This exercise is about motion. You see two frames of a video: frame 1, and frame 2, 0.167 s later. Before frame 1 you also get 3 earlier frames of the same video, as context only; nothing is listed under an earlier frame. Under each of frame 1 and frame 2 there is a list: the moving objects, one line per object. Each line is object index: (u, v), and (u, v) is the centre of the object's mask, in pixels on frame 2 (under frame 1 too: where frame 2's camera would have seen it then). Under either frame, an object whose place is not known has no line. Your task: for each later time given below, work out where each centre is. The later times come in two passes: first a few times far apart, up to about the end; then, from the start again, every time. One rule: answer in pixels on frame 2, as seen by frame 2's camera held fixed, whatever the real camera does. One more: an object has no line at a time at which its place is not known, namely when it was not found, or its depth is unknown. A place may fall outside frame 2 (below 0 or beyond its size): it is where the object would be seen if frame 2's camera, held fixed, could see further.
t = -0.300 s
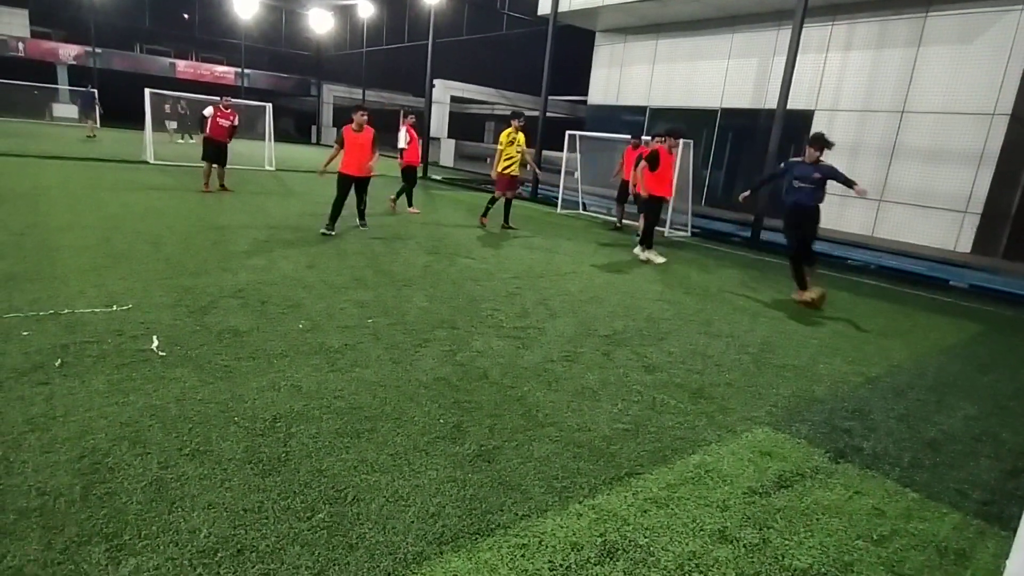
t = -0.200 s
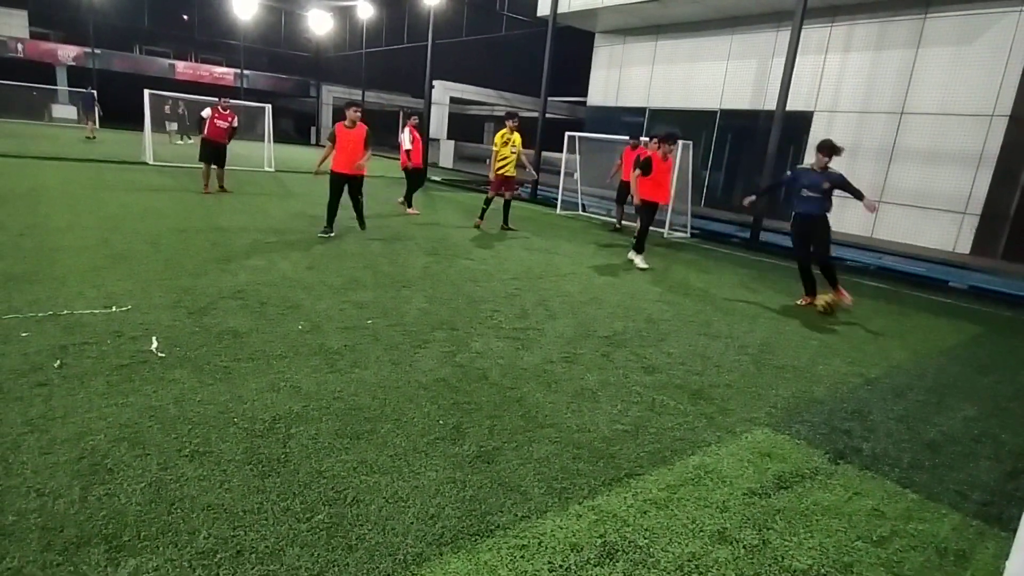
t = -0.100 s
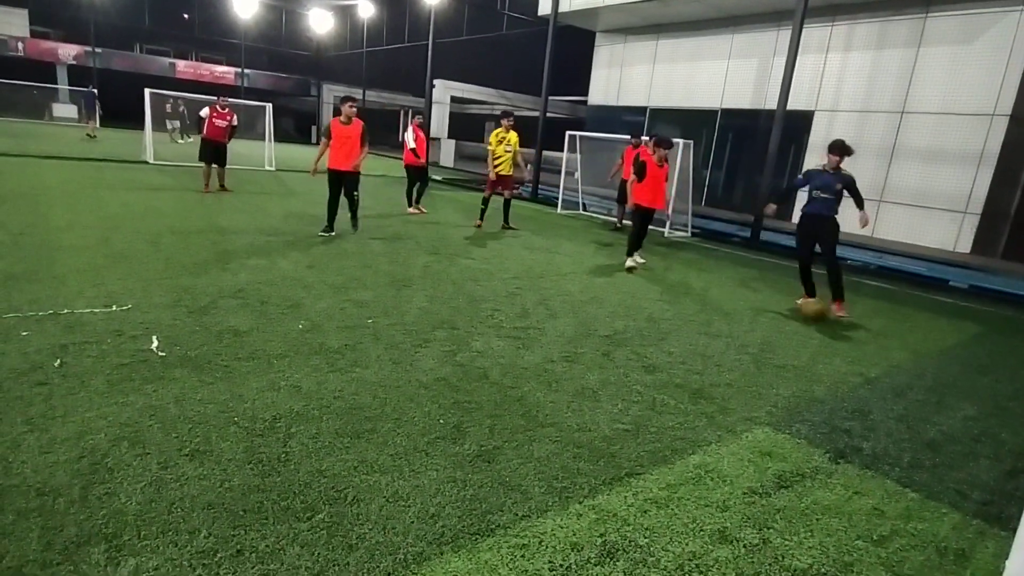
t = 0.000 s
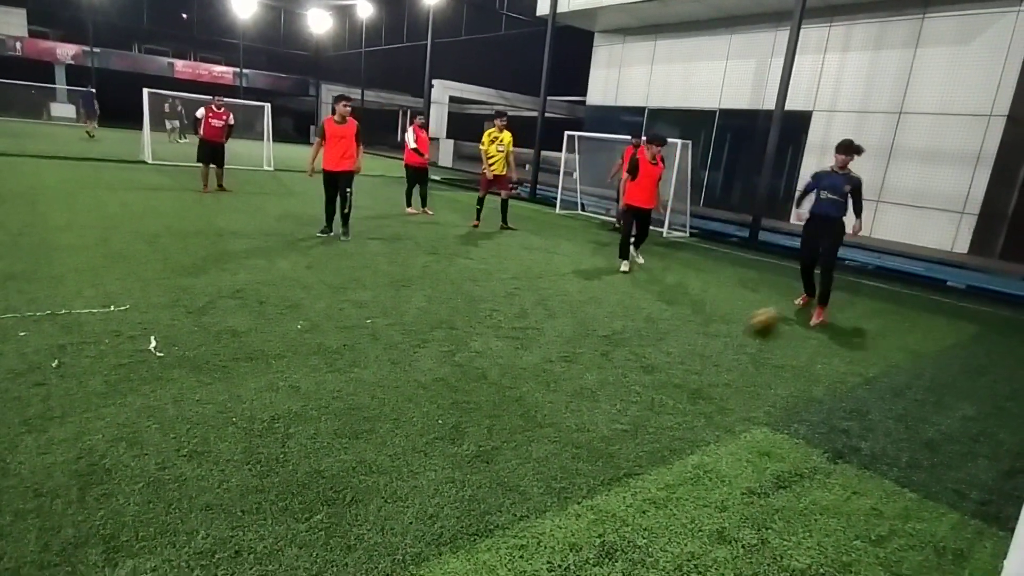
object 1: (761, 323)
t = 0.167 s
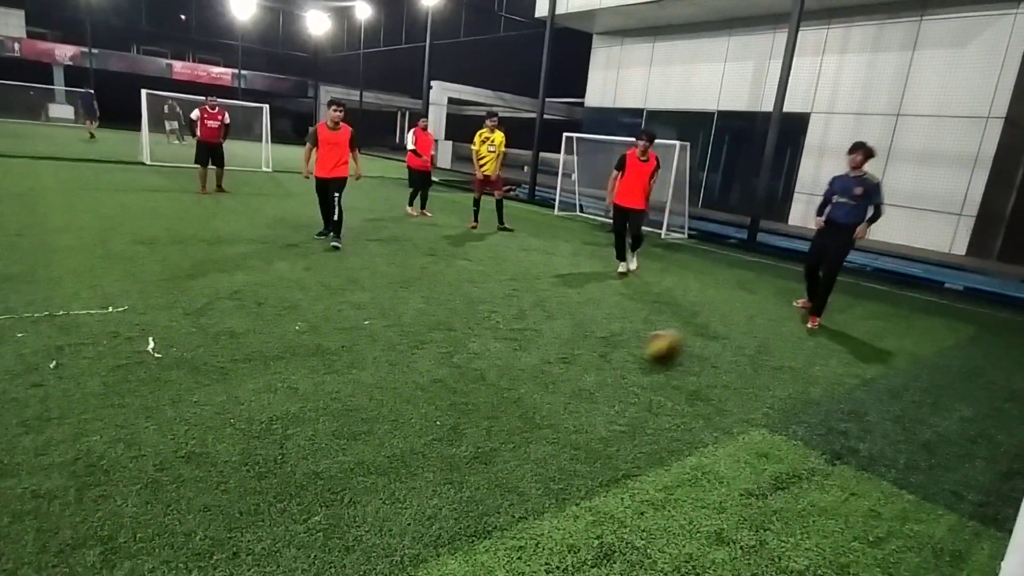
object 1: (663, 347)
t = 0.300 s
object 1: (571, 368)
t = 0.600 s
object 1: (235, 451)
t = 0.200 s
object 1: (644, 351)
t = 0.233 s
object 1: (621, 353)
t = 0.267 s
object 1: (597, 360)
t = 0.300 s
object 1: (571, 368)
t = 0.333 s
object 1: (545, 373)
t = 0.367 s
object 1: (518, 379)
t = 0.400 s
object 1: (488, 386)
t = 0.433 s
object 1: (451, 397)
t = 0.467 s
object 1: (416, 408)
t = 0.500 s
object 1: (377, 415)
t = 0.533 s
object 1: (333, 426)
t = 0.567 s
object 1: (286, 439)
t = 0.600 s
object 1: (235, 451)
